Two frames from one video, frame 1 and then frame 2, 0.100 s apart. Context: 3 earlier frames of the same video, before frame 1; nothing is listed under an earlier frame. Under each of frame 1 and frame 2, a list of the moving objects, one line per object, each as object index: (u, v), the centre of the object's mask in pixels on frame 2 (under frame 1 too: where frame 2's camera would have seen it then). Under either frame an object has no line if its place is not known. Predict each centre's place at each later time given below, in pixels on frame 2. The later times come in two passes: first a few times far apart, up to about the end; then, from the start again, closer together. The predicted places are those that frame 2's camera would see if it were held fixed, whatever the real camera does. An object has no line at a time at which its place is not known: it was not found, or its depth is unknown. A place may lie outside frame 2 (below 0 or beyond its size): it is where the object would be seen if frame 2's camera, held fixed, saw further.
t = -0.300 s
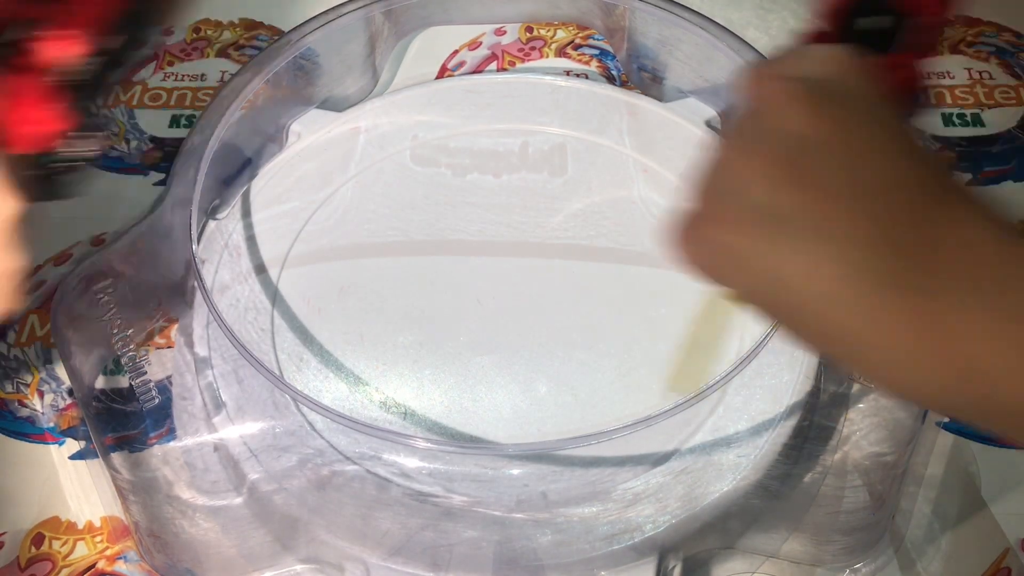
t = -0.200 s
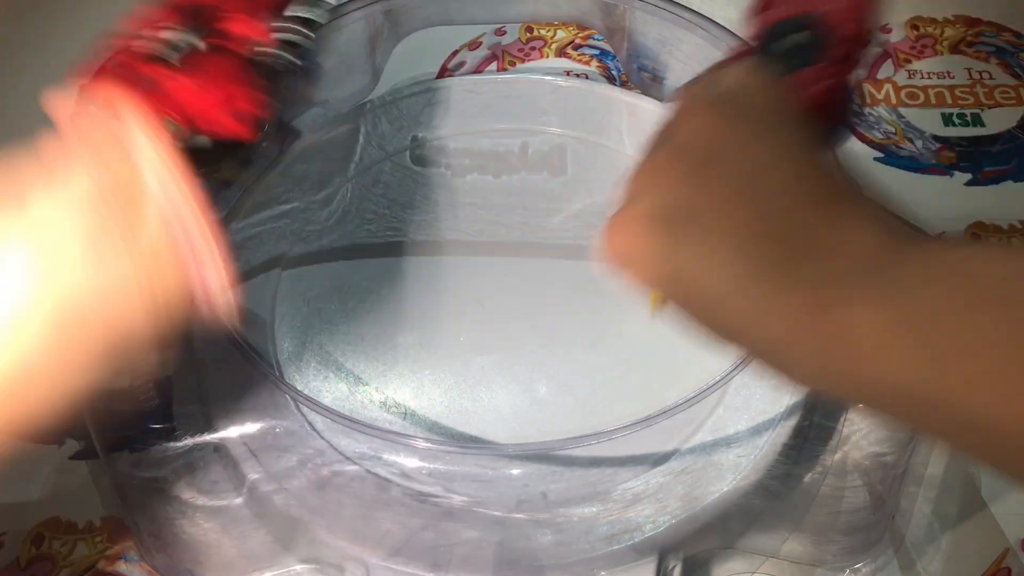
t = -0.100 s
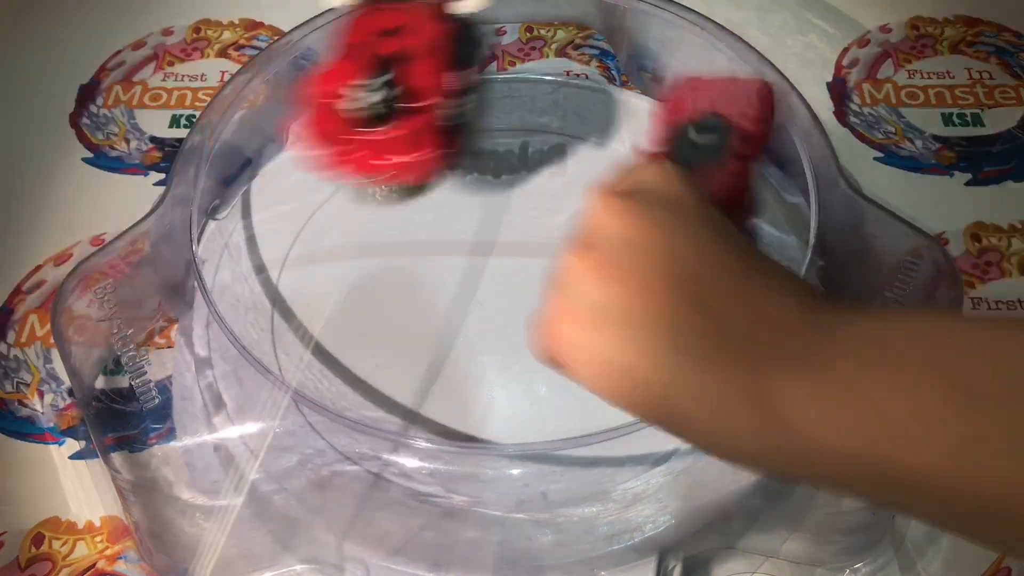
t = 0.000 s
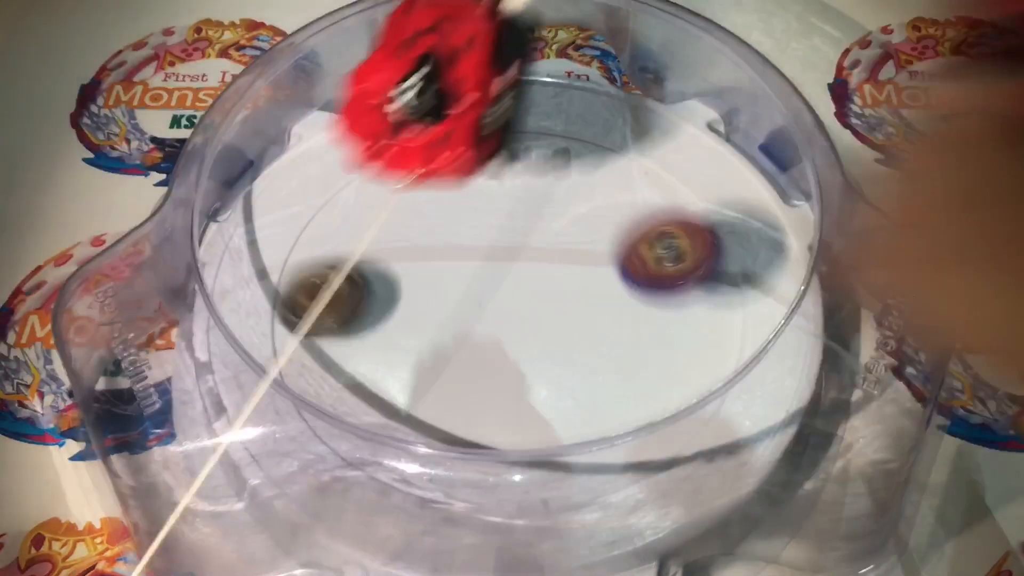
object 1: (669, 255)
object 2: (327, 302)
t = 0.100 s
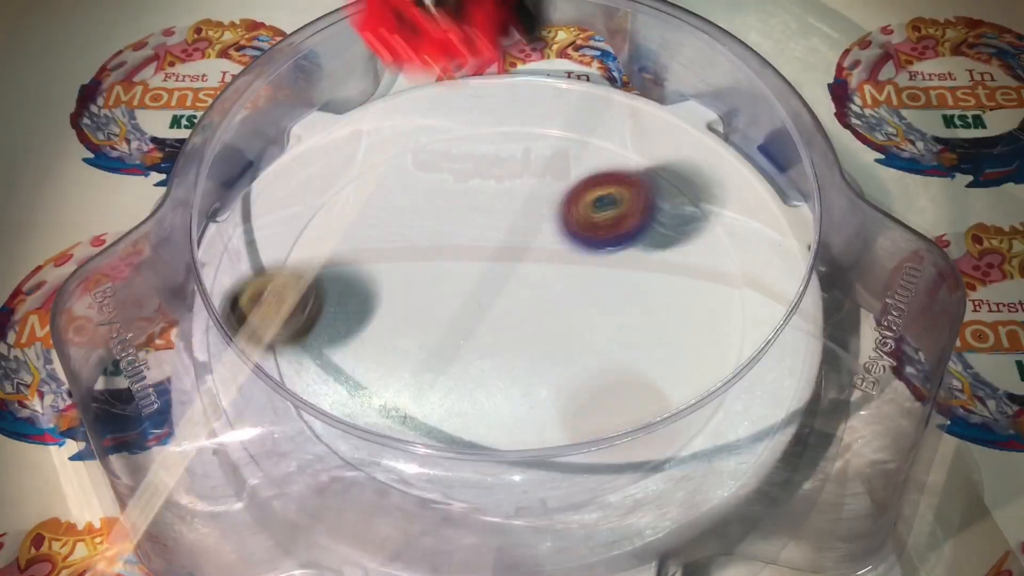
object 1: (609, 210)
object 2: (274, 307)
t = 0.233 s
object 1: (539, 219)
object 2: (274, 406)
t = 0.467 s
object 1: (425, 307)
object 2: (473, 493)
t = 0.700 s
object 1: (475, 474)
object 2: (671, 395)
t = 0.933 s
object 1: (654, 413)
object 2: (568, 204)
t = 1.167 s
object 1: (533, 240)
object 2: (339, 228)
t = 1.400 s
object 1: (320, 244)
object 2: (331, 392)
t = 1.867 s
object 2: (582, 203)
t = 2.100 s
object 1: (608, 172)
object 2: (419, 162)
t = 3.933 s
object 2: (638, 197)
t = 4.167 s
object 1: (541, 159)
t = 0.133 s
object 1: (605, 223)
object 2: (267, 338)
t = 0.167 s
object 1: (575, 242)
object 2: (260, 381)
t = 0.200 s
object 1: (559, 226)
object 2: (262, 387)
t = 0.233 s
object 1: (539, 219)
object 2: (274, 406)
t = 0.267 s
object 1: (515, 226)
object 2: (281, 433)
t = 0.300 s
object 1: (488, 245)
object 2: (305, 447)
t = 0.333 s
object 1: (477, 245)
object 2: (339, 452)
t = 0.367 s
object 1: (462, 253)
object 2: (368, 466)
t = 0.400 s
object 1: (449, 268)
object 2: (405, 477)
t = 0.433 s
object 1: (437, 285)
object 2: (444, 482)
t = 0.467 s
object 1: (425, 307)
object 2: (473, 493)
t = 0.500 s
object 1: (417, 329)
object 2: (507, 496)
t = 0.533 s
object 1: (411, 356)
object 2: (540, 493)
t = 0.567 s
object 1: (410, 383)
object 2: (573, 488)
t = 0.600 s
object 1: (412, 407)
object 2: (608, 471)
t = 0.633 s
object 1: (434, 433)
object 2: (634, 451)
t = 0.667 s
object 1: (451, 454)
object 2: (656, 429)
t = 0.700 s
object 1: (475, 474)
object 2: (671, 395)
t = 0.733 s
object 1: (511, 477)
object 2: (679, 364)
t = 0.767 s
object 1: (543, 487)
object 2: (679, 332)
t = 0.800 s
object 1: (581, 481)
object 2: (668, 297)
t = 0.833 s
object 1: (610, 473)
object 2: (650, 267)
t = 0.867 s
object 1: (628, 454)
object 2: (626, 241)
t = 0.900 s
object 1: (645, 437)
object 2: (599, 220)
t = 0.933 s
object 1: (654, 413)
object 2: (568, 204)
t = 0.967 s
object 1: (654, 383)
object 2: (534, 192)
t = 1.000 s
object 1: (655, 362)
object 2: (499, 185)
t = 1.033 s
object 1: (640, 333)
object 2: (463, 184)
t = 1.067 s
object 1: (621, 308)
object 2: (427, 189)
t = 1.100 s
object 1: (595, 283)
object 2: (394, 197)
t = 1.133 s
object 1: (565, 260)
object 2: (364, 211)
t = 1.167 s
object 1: (533, 240)
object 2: (339, 228)
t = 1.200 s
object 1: (504, 226)
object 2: (317, 249)
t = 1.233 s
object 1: (473, 217)
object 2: (302, 273)
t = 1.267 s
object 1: (442, 215)
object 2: (295, 297)
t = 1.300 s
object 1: (410, 216)
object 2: (294, 323)
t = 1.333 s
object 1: (378, 220)
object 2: (298, 347)
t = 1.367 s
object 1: (347, 230)
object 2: (312, 367)
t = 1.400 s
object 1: (320, 244)
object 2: (331, 392)
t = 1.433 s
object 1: (293, 265)
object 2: (361, 410)
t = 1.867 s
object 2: (582, 203)
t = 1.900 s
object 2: (563, 185)
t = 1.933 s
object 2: (543, 172)
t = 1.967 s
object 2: (521, 163)
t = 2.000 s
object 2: (495, 157)
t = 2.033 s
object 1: (640, 218)
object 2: (468, 155)
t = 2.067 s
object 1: (628, 195)
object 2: (443, 156)
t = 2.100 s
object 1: (608, 172)
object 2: (419, 162)
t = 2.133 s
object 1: (583, 152)
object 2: (398, 170)
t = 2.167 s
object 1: (552, 139)
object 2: (380, 183)
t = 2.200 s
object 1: (521, 128)
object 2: (365, 197)
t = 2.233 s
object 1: (489, 122)
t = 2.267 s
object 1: (458, 116)
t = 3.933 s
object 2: (638, 197)
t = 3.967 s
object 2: (613, 191)
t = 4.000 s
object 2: (587, 191)
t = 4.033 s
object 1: (698, 182)
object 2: (562, 195)
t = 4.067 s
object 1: (661, 173)
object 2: (537, 202)
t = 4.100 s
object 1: (623, 164)
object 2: (514, 213)
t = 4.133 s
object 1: (581, 159)
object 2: (492, 226)
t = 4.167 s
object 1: (541, 159)
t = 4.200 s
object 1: (502, 164)
